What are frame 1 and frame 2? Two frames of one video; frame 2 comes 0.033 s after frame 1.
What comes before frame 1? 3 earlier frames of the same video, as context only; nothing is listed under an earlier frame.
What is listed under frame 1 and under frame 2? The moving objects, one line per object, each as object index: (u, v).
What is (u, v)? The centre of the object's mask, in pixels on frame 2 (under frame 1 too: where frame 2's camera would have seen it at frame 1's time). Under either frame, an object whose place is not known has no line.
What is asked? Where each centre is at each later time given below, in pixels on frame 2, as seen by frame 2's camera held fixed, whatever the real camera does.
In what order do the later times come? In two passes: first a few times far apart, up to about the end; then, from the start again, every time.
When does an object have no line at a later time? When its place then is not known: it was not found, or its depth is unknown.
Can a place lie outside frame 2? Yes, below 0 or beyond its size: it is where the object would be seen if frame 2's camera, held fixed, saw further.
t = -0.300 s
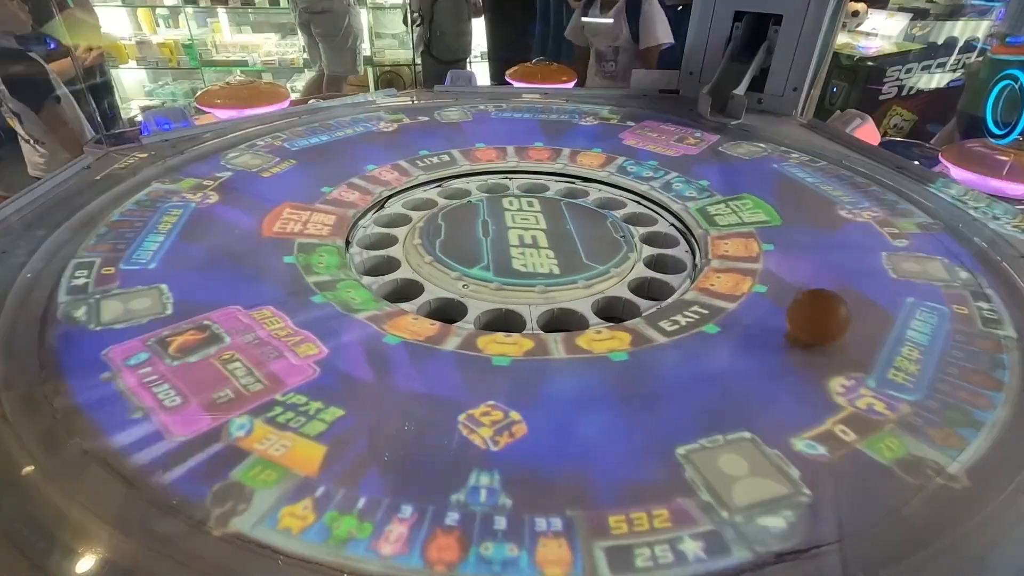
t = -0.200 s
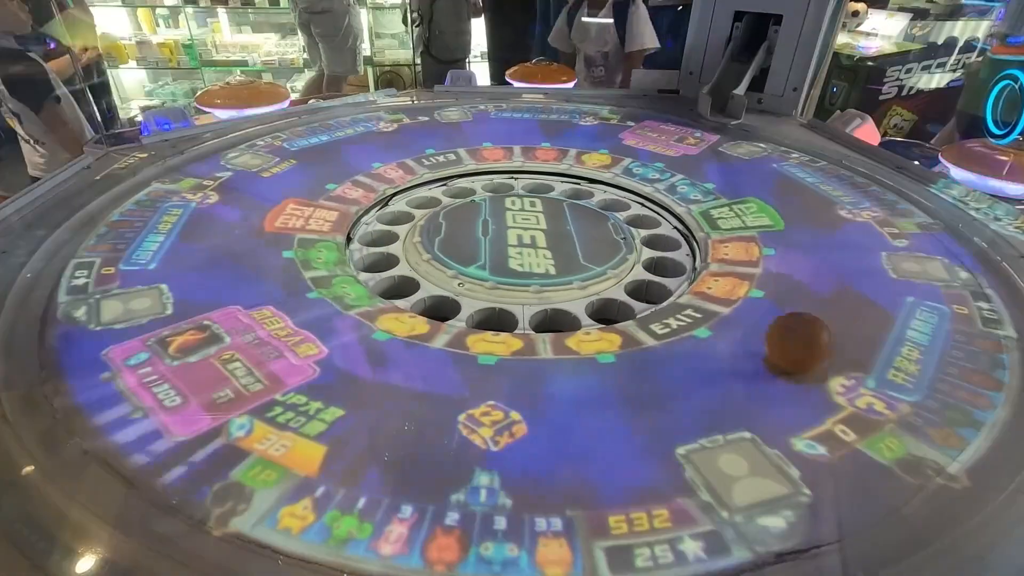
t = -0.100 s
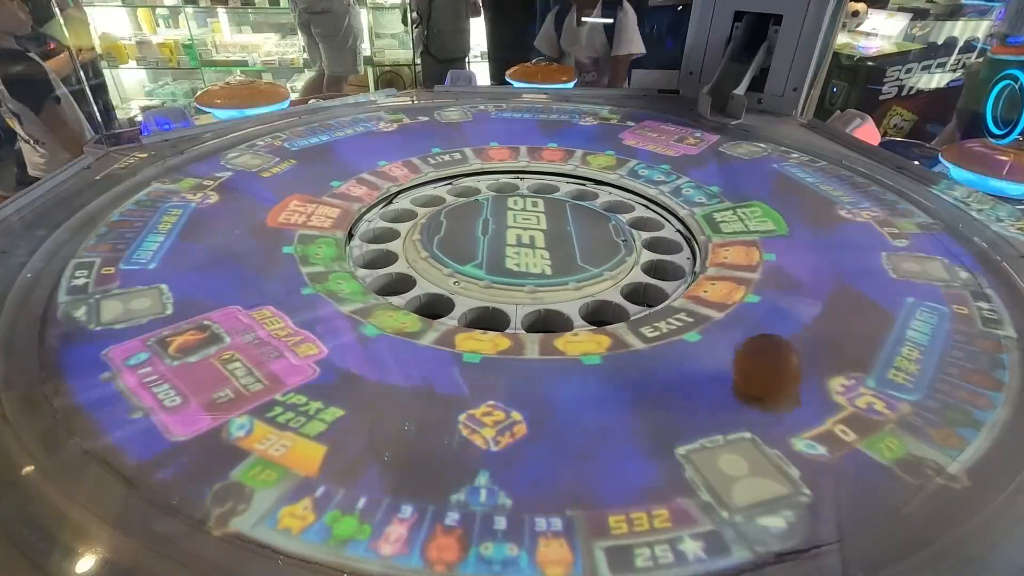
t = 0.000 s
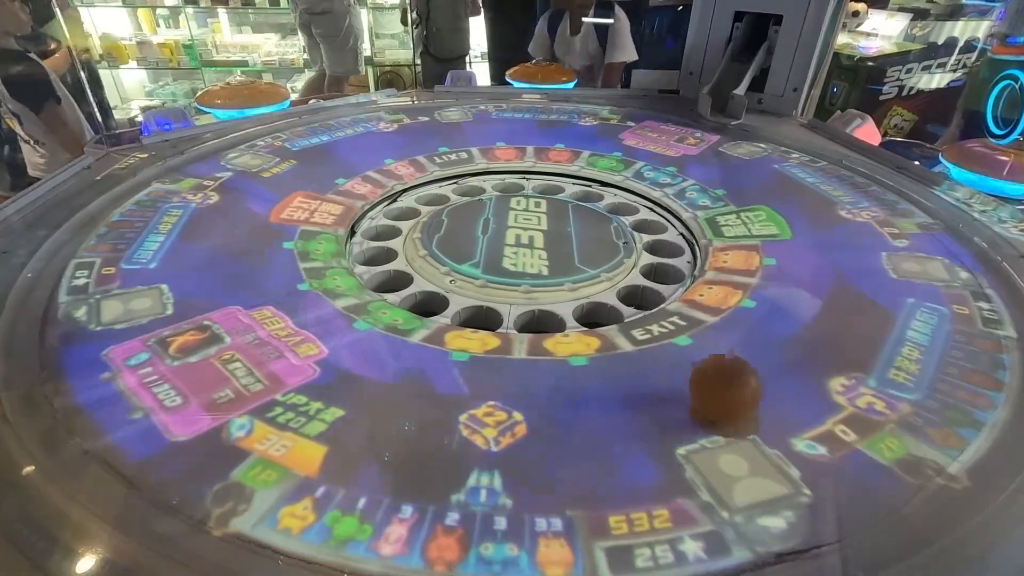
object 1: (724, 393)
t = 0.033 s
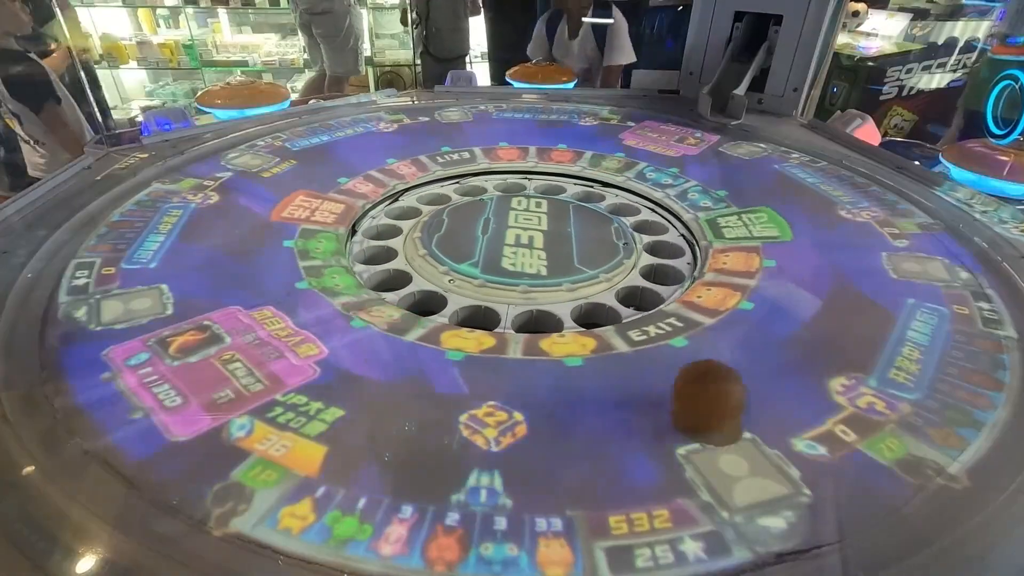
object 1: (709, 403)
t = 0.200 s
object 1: (610, 421)
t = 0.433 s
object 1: (454, 425)
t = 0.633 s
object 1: (331, 401)
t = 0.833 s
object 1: (239, 362)
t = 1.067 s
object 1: (192, 315)
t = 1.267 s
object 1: (194, 279)
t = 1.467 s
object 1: (220, 242)
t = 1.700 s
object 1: (281, 207)
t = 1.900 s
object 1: (354, 186)
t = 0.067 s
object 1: (689, 403)
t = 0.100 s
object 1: (673, 414)
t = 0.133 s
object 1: (654, 418)
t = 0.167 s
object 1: (632, 418)
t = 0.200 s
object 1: (610, 421)
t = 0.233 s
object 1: (589, 423)
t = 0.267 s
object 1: (566, 426)
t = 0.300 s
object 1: (545, 428)
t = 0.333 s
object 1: (522, 427)
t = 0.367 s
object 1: (499, 427)
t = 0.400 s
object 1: (477, 425)
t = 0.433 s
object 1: (454, 425)
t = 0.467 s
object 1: (432, 422)
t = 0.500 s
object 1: (411, 420)
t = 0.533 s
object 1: (389, 416)
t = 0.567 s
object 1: (369, 412)
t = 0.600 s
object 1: (350, 408)
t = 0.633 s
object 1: (331, 401)
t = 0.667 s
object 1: (313, 396)
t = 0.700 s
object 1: (296, 389)
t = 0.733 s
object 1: (282, 386)
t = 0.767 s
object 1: (266, 383)
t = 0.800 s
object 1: (251, 369)
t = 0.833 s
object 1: (239, 362)
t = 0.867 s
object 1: (228, 353)
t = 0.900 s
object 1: (220, 346)
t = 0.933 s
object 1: (212, 341)
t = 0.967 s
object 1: (205, 334)
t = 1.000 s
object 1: (199, 331)
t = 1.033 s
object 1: (194, 323)
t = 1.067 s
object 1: (192, 315)
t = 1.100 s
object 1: (191, 310)
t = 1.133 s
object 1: (190, 305)
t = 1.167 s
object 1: (191, 300)
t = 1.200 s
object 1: (192, 296)
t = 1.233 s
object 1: (191, 284)
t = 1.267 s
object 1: (194, 279)
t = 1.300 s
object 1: (196, 273)
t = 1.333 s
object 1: (199, 266)
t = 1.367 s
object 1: (203, 258)
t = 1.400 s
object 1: (208, 253)
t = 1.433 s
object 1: (213, 247)
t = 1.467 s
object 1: (220, 242)
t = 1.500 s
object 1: (226, 236)
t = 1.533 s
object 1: (234, 230)
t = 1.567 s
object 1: (242, 224)
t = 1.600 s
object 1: (251, 220)
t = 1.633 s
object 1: (260, 215)
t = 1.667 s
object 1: (270, 211)
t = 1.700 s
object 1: (281, 207)
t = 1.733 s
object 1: (292, 202)
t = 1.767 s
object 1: (303, 199)
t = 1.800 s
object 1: (315, 196)
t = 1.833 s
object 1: (328, 193)
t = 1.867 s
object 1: (341, 189)
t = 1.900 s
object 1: (354, 186)
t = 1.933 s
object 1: (368, 184)
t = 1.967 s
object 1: (383, 183)
